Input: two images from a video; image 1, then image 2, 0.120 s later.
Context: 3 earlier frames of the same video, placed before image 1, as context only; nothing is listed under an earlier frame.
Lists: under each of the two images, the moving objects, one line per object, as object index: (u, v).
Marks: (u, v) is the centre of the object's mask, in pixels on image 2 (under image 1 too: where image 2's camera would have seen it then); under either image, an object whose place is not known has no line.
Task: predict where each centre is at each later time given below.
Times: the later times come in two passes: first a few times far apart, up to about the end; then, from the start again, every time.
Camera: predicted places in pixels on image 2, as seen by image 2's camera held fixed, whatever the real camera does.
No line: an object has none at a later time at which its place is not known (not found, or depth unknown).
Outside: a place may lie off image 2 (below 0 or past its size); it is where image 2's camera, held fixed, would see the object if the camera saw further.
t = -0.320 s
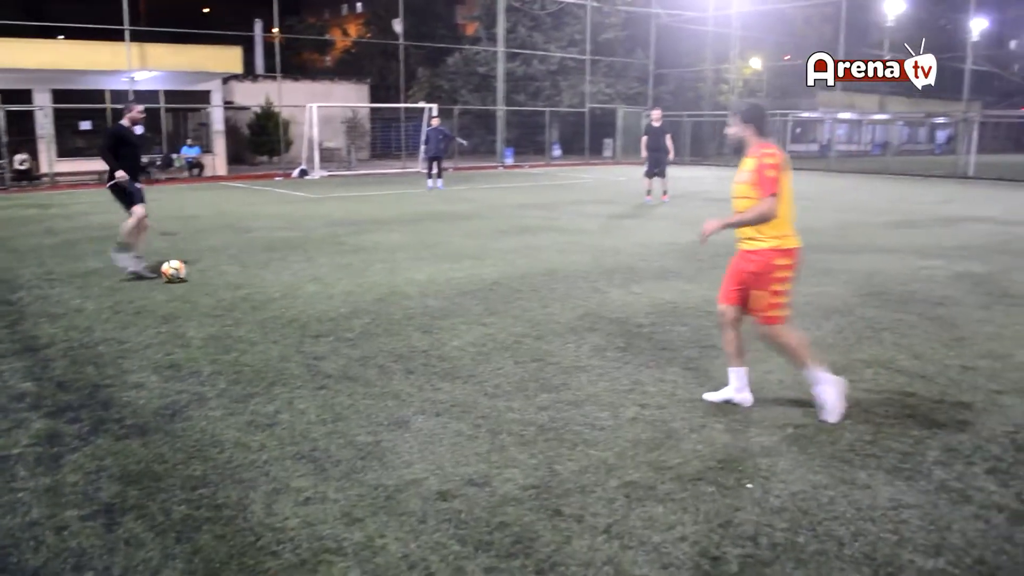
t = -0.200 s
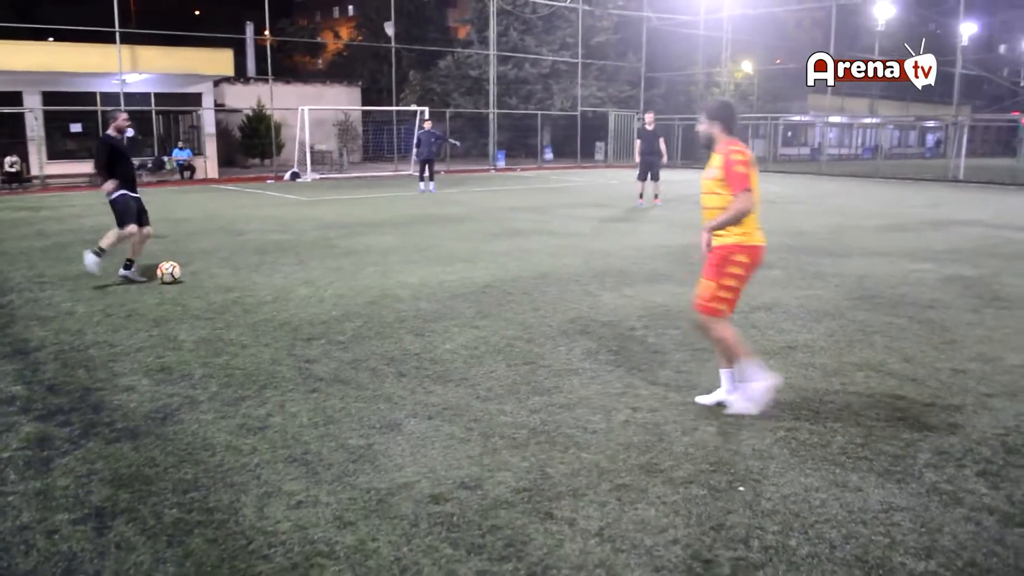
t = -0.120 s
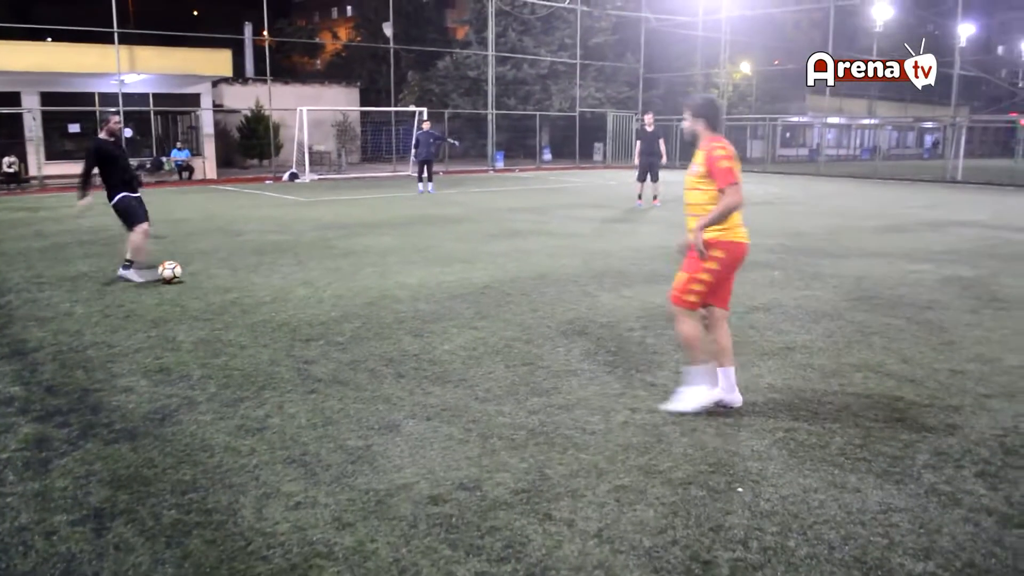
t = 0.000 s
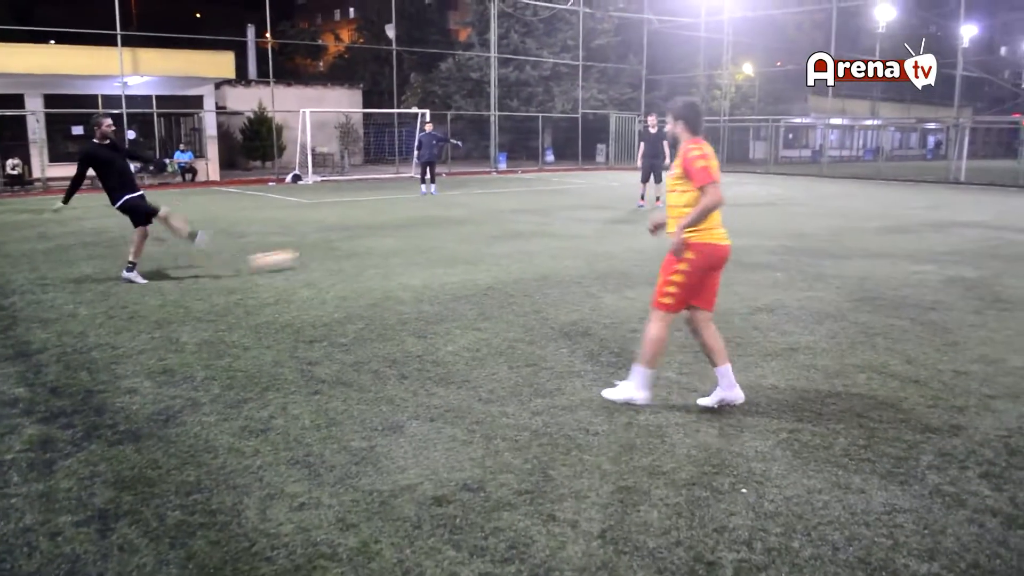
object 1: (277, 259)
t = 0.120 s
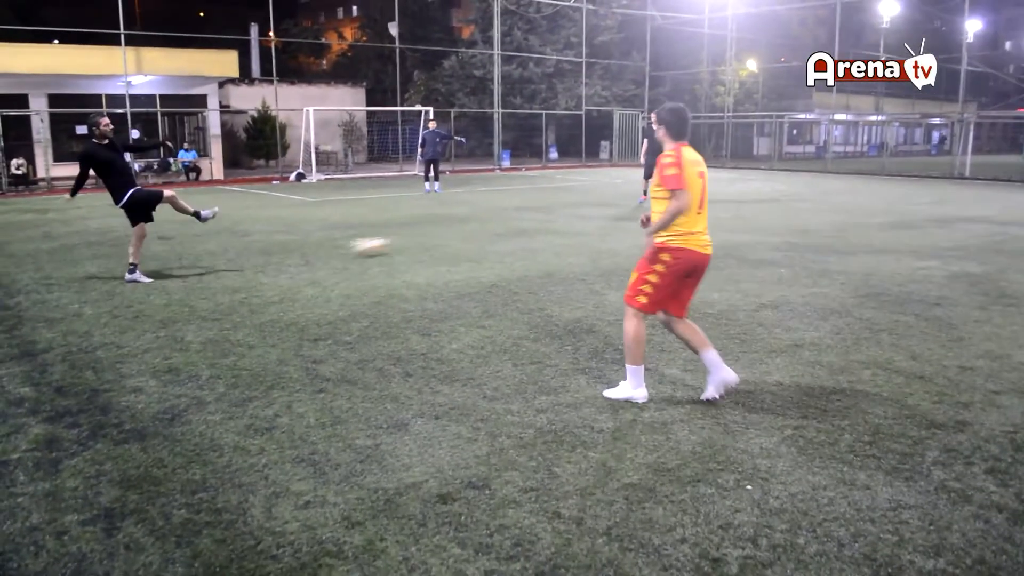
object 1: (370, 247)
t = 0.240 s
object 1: (441, 238)
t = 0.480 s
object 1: (536, 225)
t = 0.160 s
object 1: (396, 244)
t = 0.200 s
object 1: (419, 241)
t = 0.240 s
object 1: (441, 238)
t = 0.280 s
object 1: (461, 236)
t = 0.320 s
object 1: (478, 232)
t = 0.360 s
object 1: (494, 230)
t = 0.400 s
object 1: (510, 229)
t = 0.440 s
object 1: (523, 228)
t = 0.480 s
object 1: (536, 225)
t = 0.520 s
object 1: (547, 223)
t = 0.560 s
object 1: (559, 222)
